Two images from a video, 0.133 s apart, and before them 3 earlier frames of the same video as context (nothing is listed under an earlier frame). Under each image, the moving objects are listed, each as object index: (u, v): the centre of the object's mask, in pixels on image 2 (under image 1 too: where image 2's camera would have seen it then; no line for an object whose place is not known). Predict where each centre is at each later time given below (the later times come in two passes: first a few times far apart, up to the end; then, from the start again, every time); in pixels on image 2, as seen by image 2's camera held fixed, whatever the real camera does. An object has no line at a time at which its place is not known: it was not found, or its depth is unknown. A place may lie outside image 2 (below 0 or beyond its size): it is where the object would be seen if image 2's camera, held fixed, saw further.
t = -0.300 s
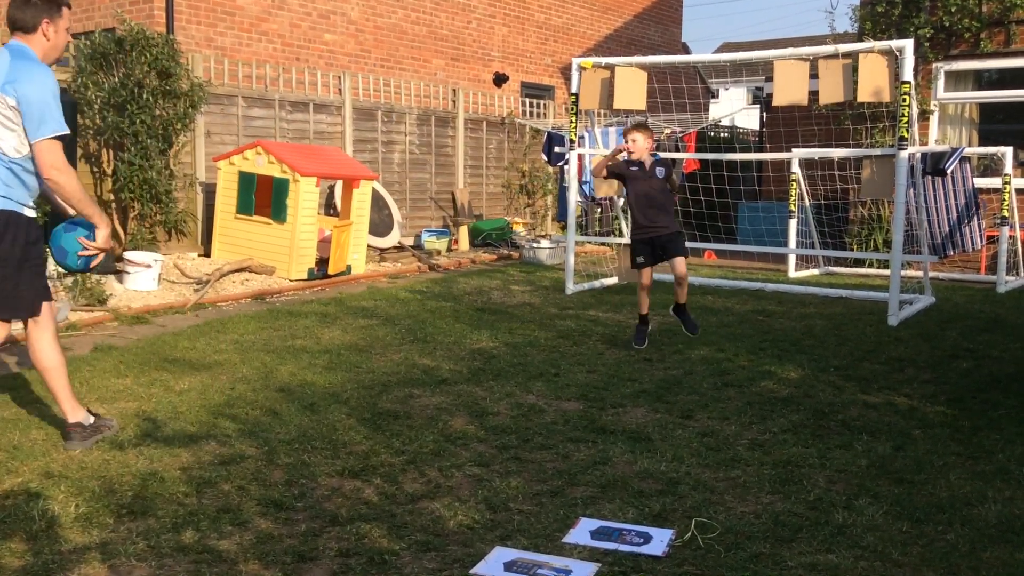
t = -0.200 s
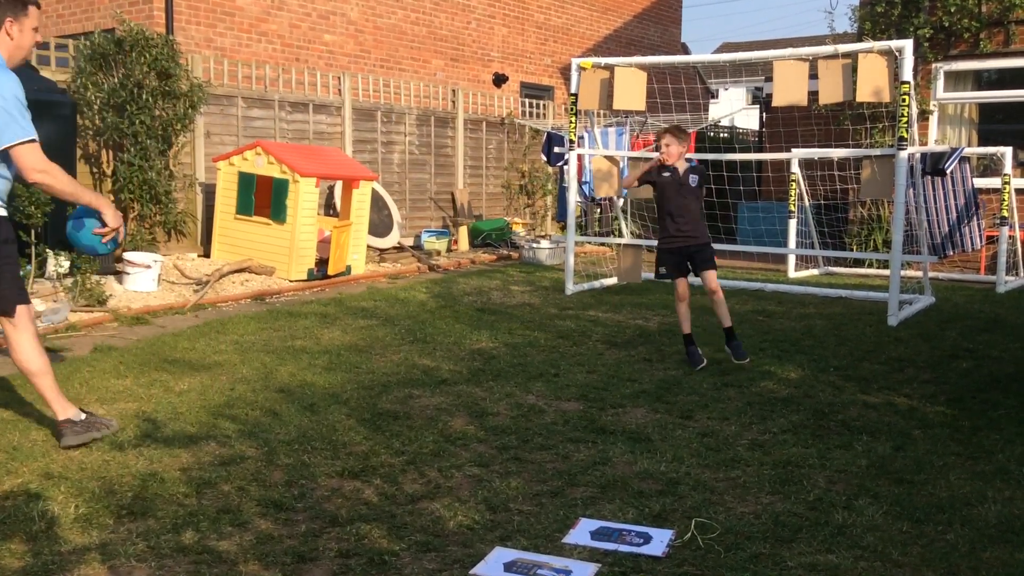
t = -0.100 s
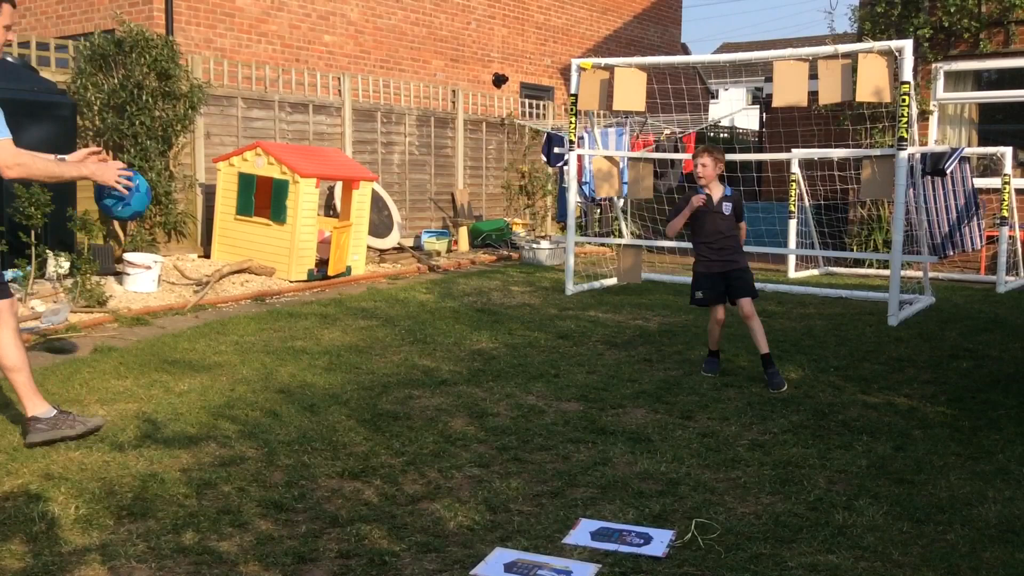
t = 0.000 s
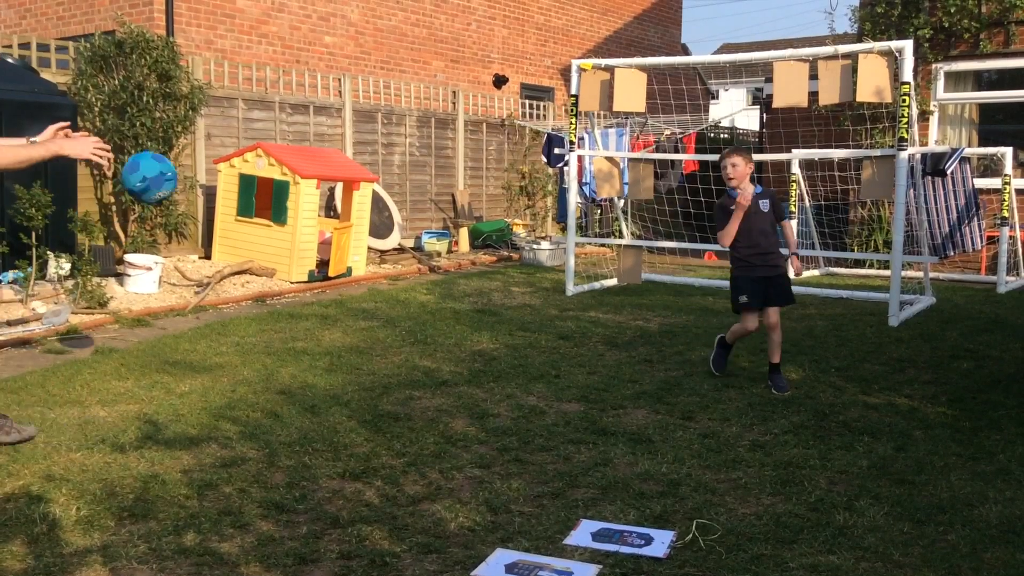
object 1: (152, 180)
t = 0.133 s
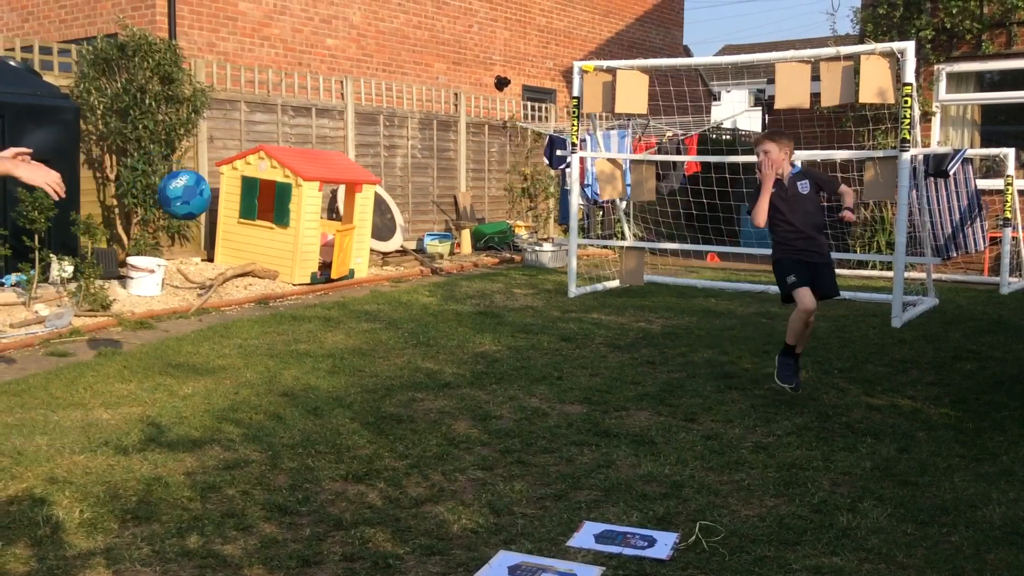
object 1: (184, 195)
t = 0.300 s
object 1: (223, 267)
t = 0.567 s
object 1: (243, 351)
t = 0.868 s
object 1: (186, 317)
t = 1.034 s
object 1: (156, 383)
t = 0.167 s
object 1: (193, 204)
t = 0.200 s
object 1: (200, 217)
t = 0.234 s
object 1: (208, 231)
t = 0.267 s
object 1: (216, 248)
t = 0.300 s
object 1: (223, 267)
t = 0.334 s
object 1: (231, 289)
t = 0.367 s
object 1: (238, 312)
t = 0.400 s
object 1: (246, 337)
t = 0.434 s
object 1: (254, 365)
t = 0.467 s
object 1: (261, 392)
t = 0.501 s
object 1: (256, 384)
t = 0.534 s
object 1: (249, 366)
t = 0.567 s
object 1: (243, 351)
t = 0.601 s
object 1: (237, 338)
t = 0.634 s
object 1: (230, 327)
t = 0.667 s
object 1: (224, 318)
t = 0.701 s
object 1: (217, 312)
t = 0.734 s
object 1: (211, 308)
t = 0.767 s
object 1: (205, 307)
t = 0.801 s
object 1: (199, 308)
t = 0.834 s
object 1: (192, 311)
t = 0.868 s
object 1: (186, 317)
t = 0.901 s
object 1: (180, 325)
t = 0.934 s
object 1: (174, 336)
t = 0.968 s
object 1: (168, 349)
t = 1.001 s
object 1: (162, 365)
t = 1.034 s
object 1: (156, 383)
